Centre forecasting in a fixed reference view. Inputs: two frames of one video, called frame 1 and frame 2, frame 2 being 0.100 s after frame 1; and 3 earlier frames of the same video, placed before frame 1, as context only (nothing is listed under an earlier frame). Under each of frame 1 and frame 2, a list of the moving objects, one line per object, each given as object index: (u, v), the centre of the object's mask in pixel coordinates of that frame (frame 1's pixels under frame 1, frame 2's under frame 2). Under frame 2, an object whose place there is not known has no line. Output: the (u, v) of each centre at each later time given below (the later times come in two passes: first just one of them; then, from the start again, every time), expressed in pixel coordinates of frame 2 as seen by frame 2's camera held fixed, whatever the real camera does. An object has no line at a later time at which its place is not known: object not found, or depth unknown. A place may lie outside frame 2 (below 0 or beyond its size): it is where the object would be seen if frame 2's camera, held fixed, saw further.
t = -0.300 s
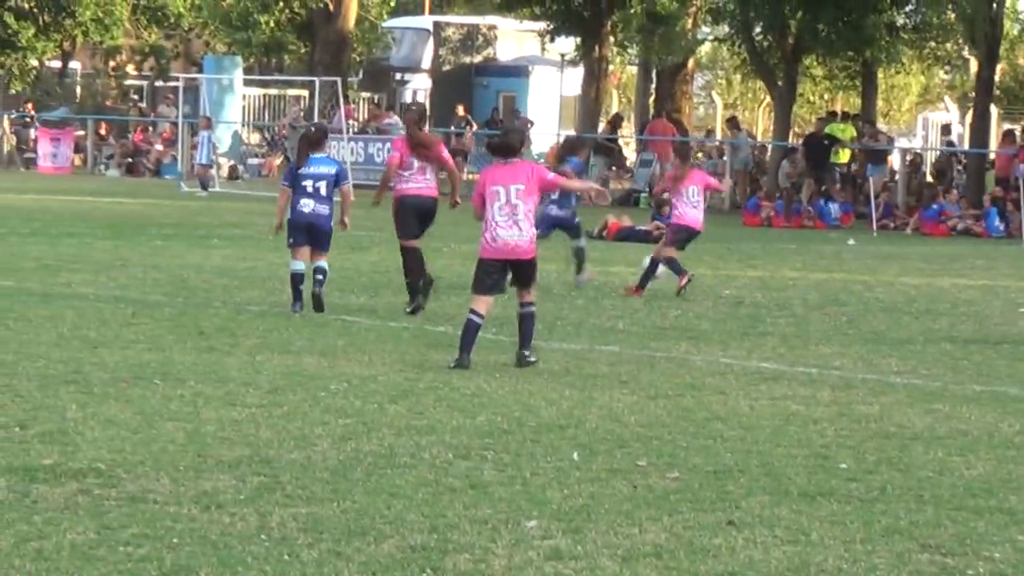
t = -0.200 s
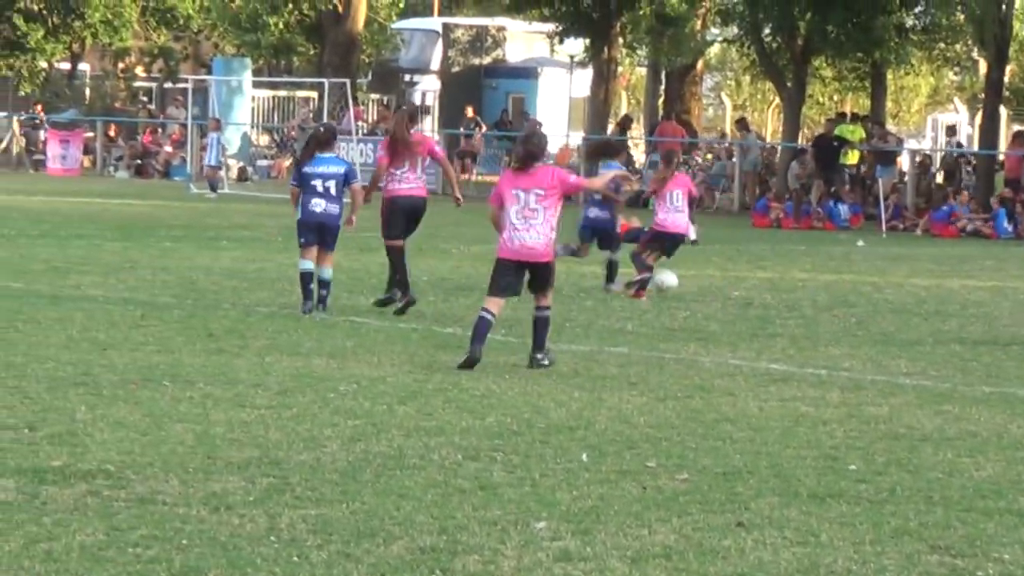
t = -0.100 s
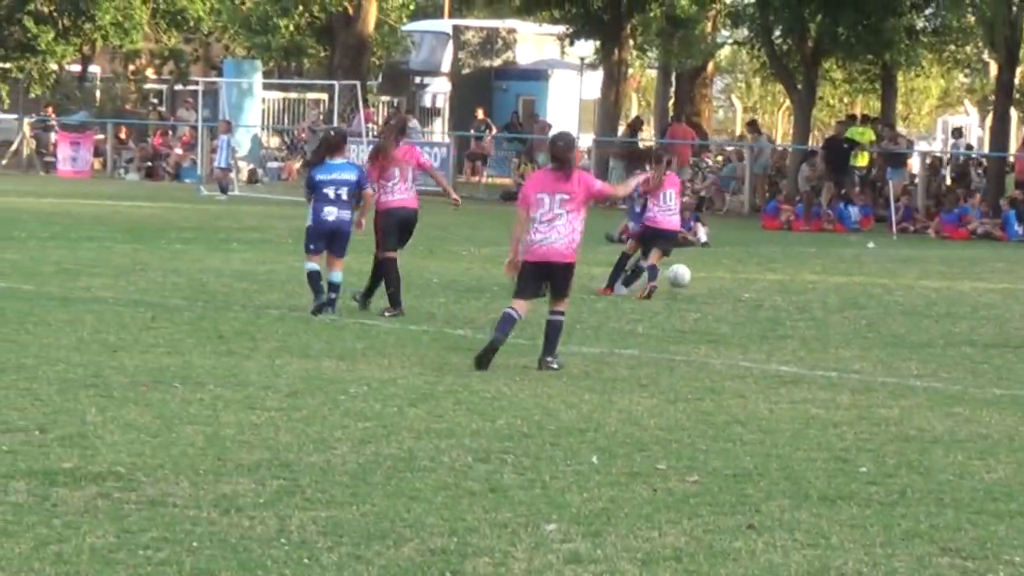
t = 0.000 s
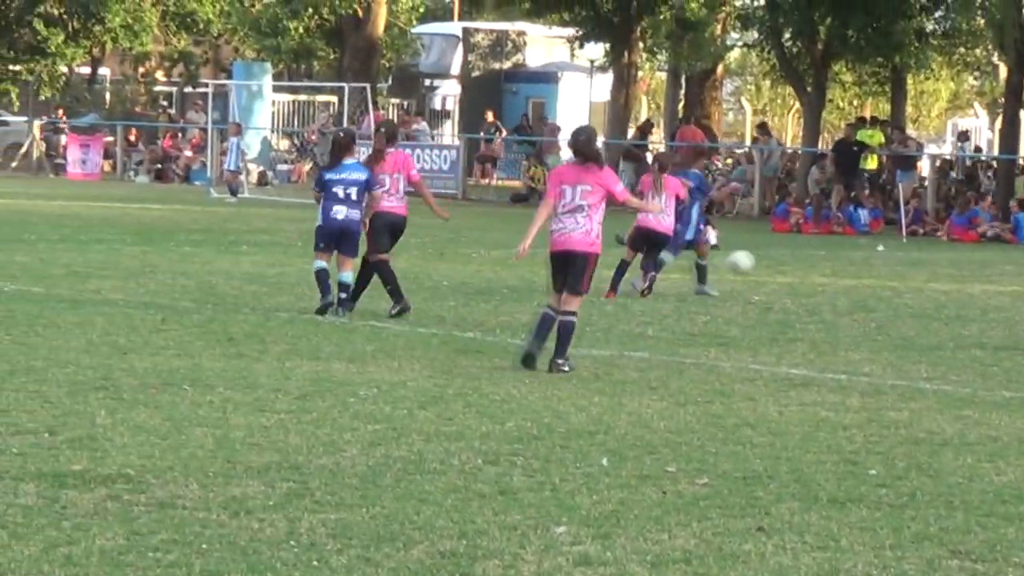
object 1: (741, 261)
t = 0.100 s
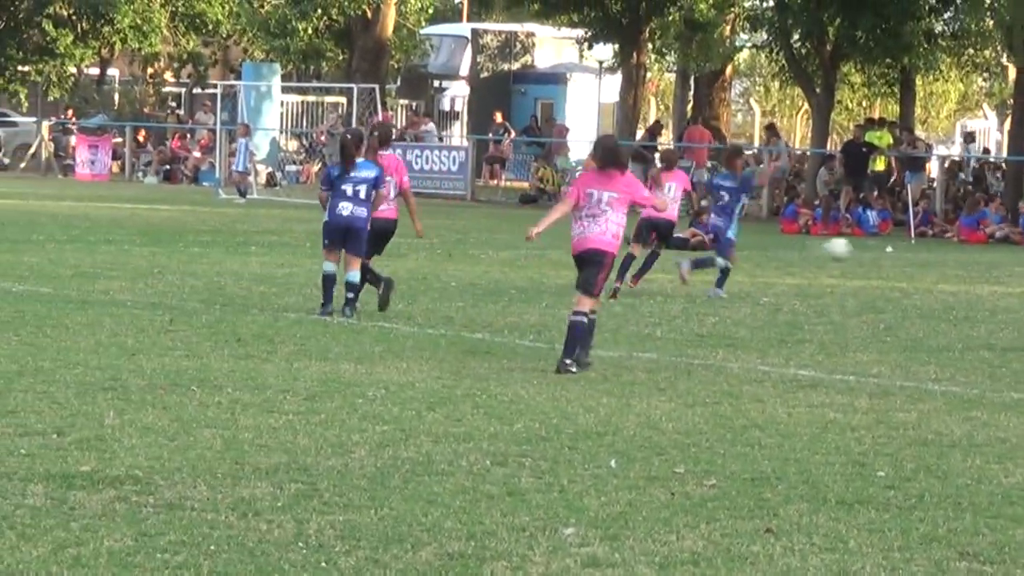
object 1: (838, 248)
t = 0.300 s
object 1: (1004, 250)
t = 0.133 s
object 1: (867, 245)
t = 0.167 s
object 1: (890, 244)
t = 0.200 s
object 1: (924, 243)
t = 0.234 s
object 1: (948, 243)
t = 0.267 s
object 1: (973, 245)
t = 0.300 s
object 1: (1004, 250)
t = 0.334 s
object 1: (1035, 252)
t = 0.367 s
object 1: (1054, 256)
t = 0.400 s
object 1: (1085, 262)
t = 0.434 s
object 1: (1114, 266)
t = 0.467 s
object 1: (1132, 276)
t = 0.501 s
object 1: (1165, 287)
